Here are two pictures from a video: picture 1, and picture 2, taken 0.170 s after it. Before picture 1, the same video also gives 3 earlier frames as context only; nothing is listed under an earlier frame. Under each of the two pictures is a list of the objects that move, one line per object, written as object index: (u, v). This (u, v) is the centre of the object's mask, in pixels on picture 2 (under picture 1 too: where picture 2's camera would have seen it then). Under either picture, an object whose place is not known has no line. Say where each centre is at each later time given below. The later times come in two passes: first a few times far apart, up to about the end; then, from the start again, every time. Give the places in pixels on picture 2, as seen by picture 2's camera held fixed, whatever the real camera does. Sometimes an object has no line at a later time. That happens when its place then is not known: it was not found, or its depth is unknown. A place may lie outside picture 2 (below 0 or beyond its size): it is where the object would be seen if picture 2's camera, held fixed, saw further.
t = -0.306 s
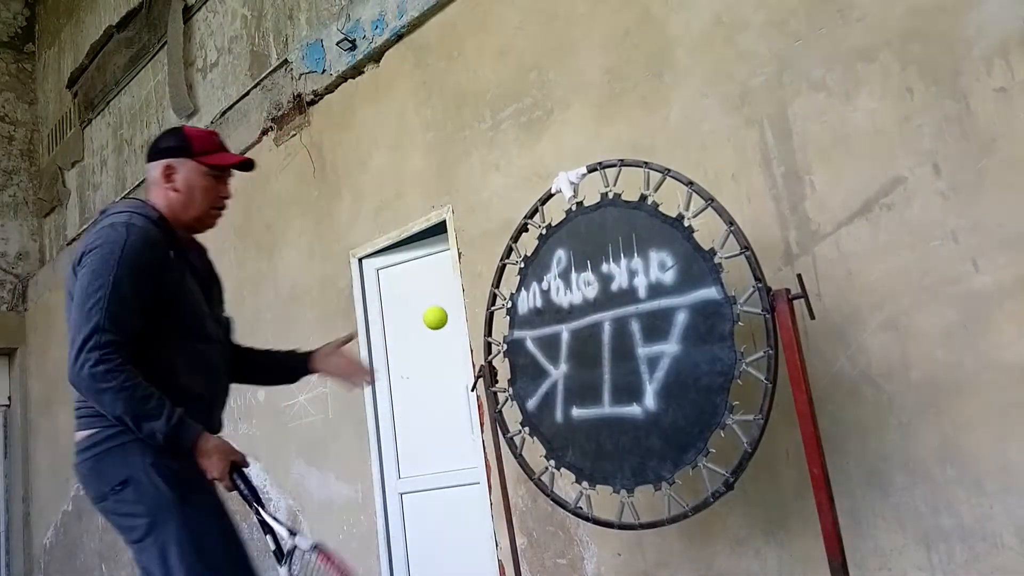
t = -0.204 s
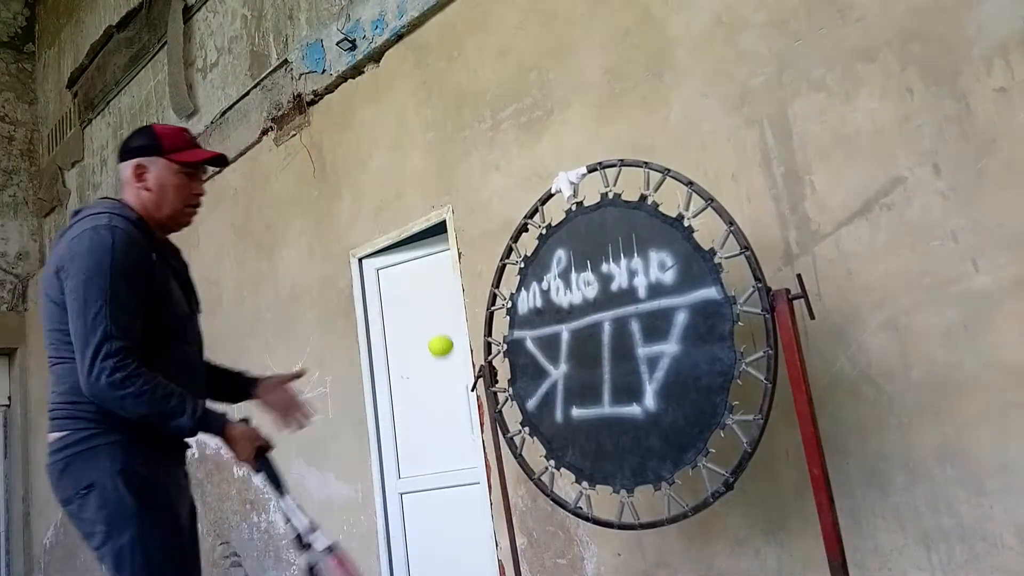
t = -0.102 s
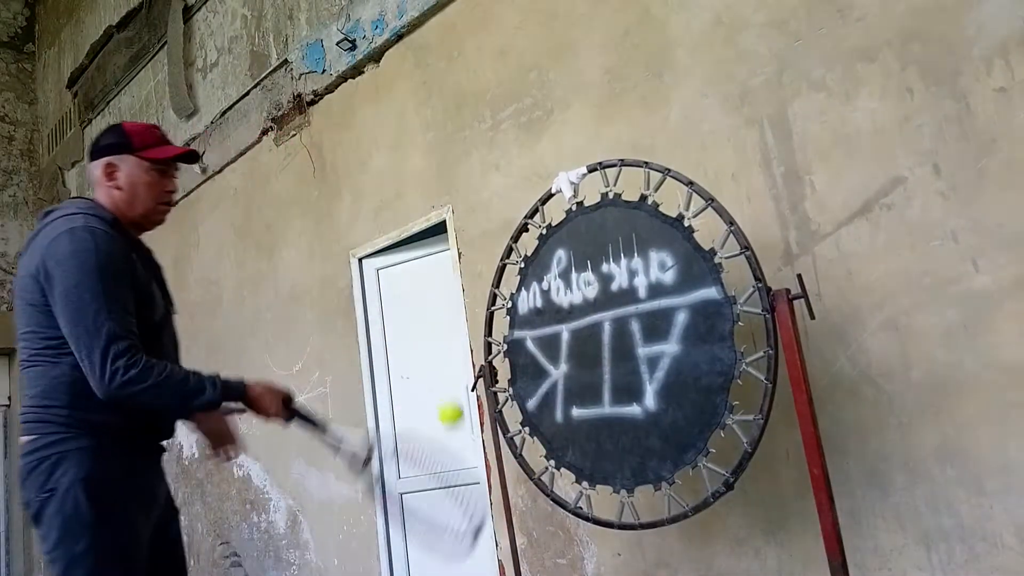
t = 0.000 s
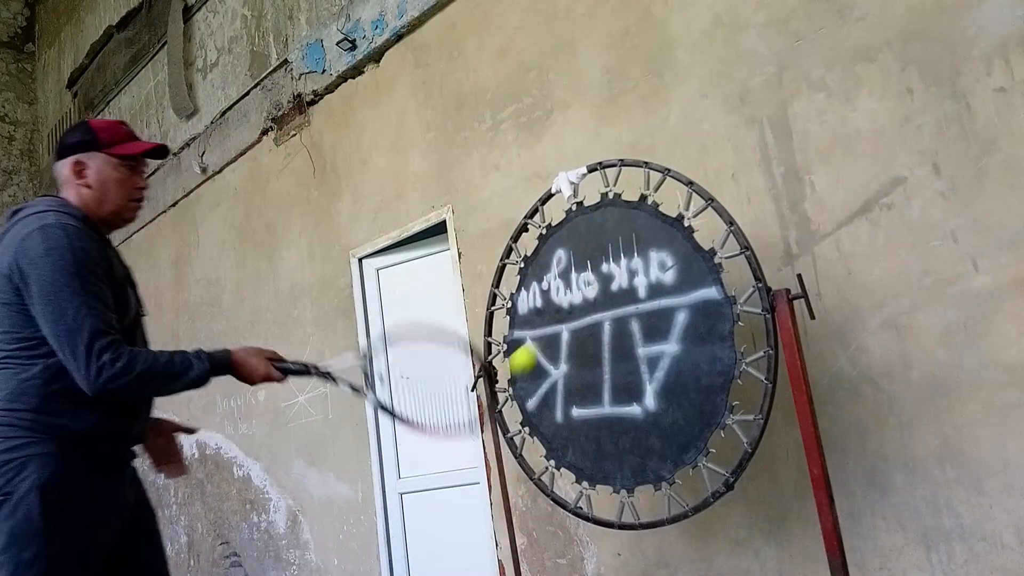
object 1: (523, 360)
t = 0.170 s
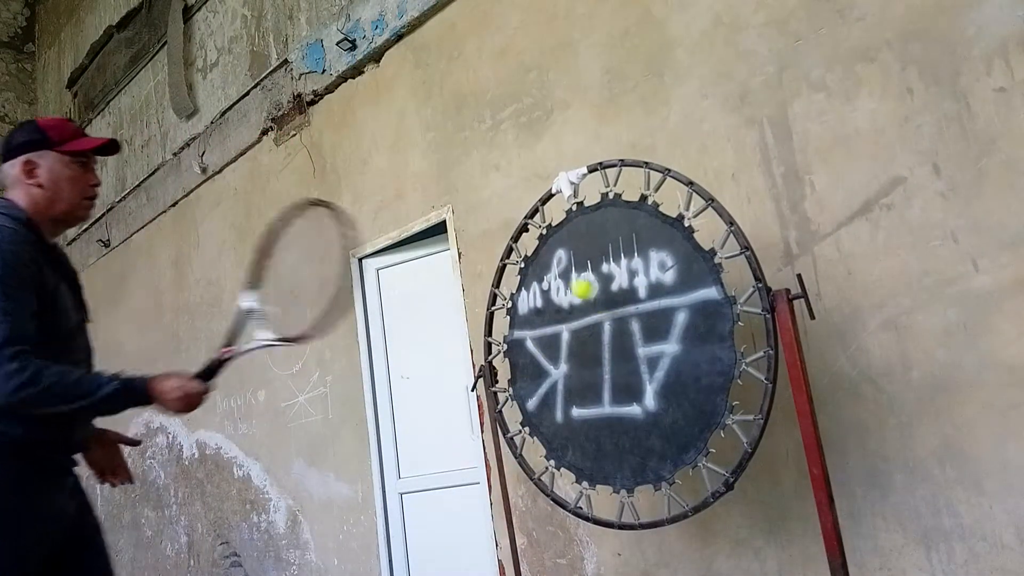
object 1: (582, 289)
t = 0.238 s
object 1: (541, 275)
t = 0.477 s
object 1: (394, 342)
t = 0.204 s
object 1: (563, 280)
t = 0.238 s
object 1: (541, 275)
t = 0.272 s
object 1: (523, 273)
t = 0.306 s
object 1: (501, 275)
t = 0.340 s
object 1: (480, 280)
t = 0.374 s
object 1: (462, 288)
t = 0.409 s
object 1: (440, 302)
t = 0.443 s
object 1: (418, 320)
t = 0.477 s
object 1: (394, 342)
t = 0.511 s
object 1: (369, 370)
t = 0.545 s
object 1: (346, 403)
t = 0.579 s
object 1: (321, 442)
